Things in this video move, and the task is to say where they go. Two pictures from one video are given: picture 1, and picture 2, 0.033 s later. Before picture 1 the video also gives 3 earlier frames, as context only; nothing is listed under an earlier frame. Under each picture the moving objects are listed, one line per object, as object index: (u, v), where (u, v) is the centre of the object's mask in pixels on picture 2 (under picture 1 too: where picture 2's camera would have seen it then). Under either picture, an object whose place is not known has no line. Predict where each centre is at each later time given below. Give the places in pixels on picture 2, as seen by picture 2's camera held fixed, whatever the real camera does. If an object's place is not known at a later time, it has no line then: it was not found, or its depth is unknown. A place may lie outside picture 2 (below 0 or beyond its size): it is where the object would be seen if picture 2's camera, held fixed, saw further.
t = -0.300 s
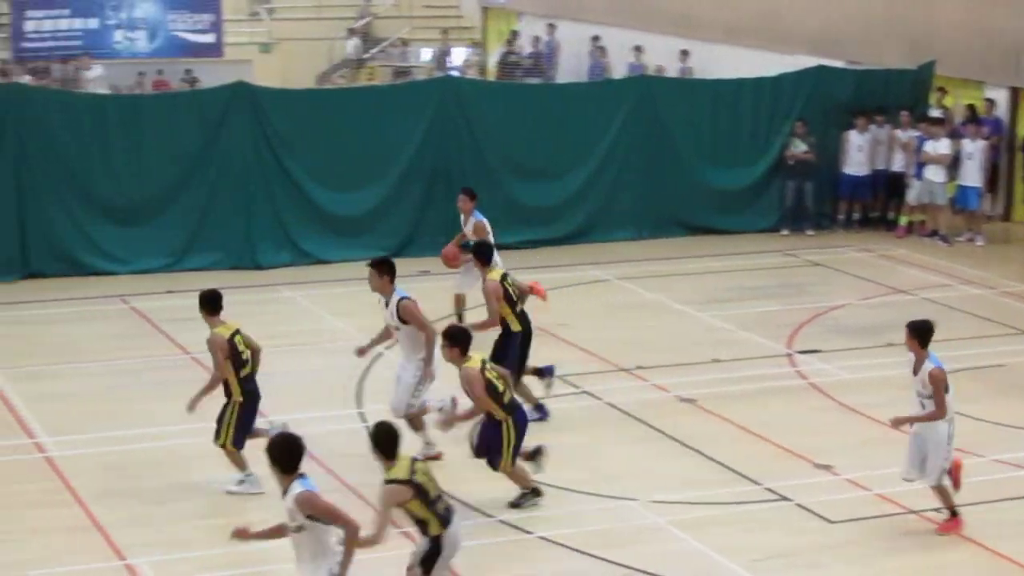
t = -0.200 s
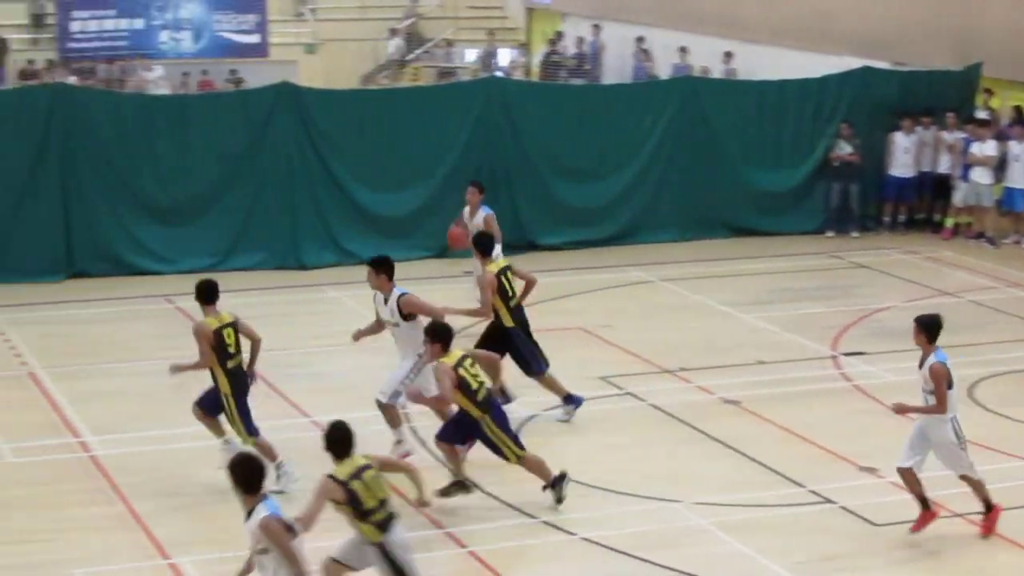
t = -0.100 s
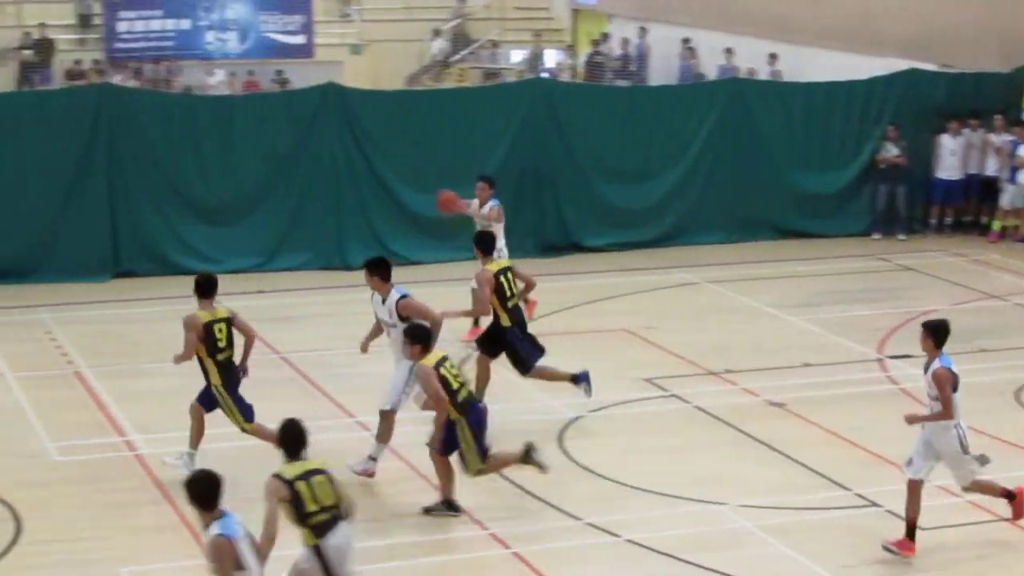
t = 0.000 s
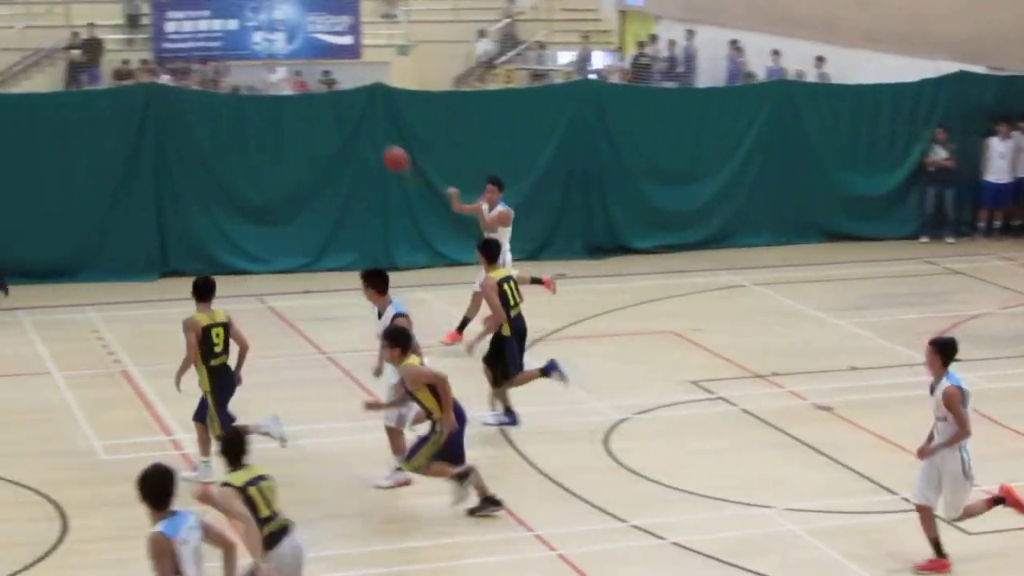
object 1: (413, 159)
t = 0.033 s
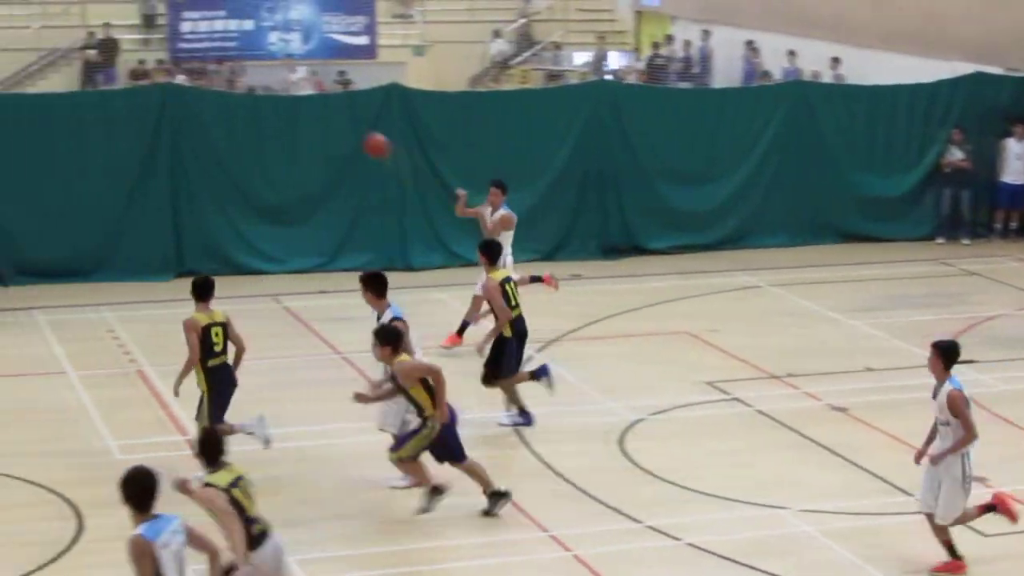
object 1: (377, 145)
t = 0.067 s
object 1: (341, 131)
